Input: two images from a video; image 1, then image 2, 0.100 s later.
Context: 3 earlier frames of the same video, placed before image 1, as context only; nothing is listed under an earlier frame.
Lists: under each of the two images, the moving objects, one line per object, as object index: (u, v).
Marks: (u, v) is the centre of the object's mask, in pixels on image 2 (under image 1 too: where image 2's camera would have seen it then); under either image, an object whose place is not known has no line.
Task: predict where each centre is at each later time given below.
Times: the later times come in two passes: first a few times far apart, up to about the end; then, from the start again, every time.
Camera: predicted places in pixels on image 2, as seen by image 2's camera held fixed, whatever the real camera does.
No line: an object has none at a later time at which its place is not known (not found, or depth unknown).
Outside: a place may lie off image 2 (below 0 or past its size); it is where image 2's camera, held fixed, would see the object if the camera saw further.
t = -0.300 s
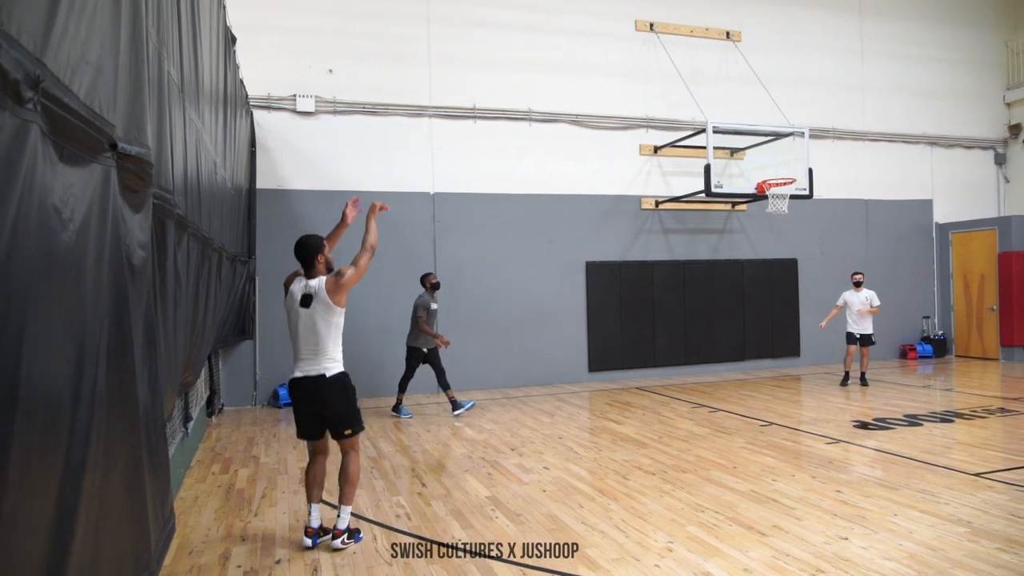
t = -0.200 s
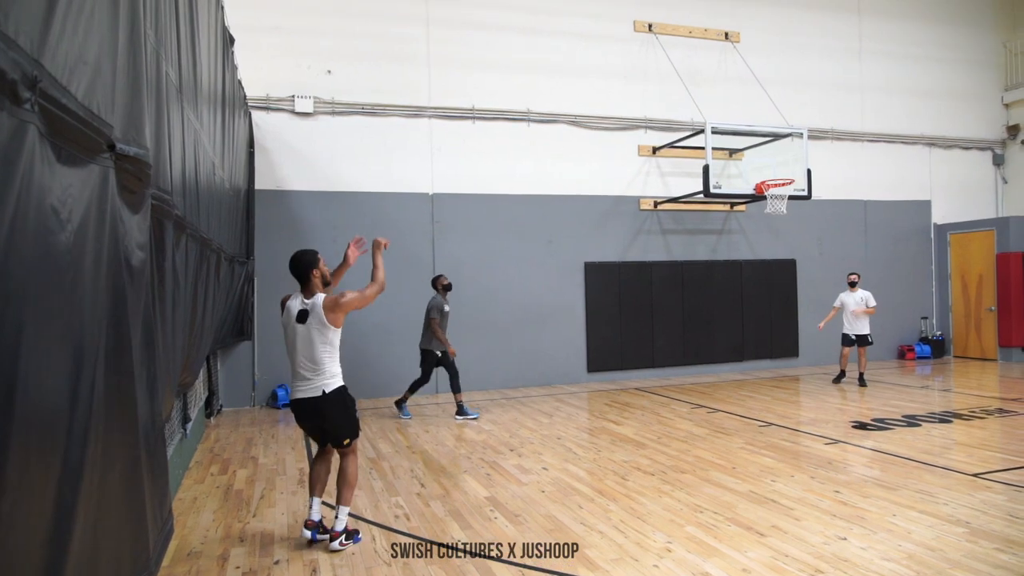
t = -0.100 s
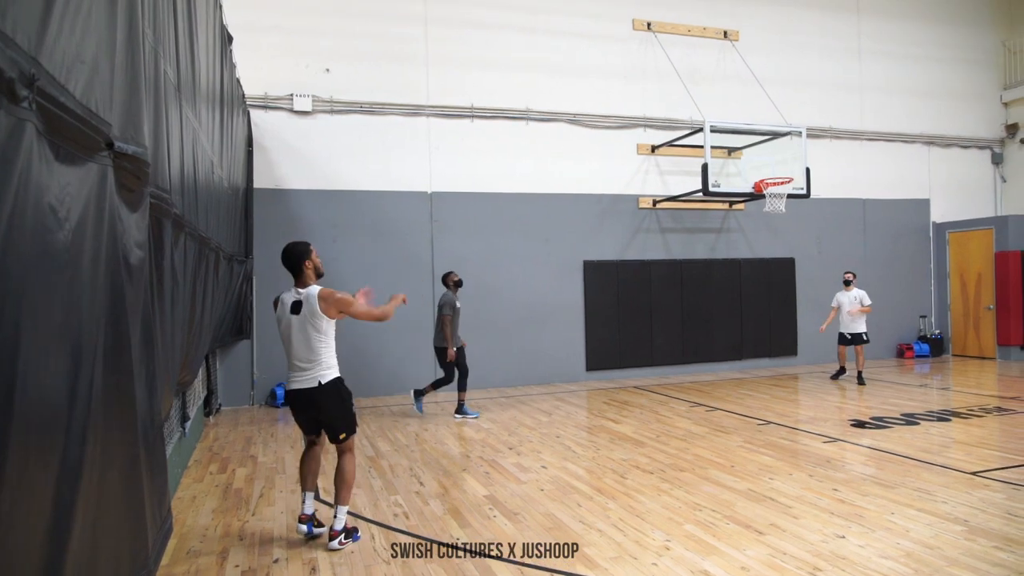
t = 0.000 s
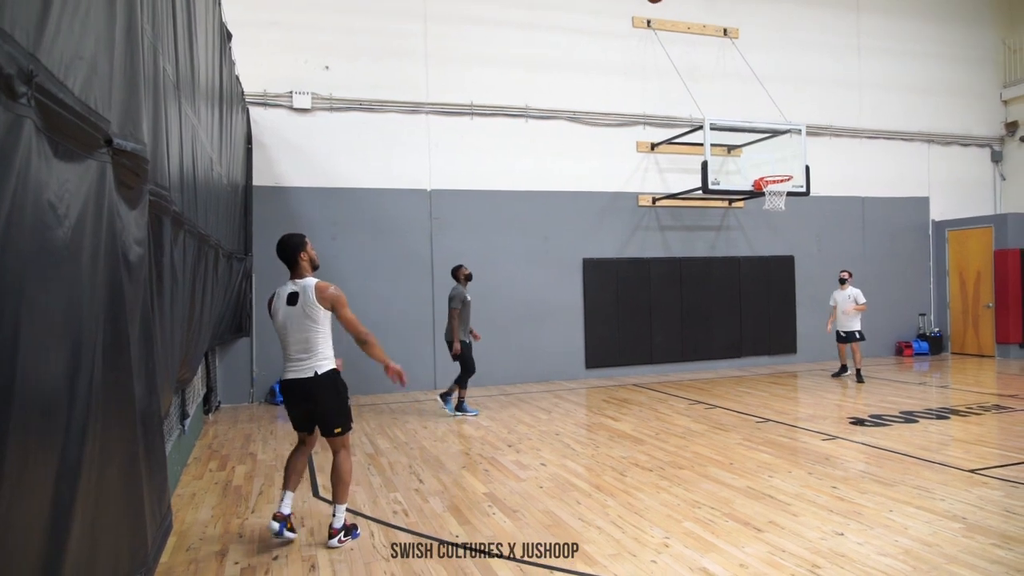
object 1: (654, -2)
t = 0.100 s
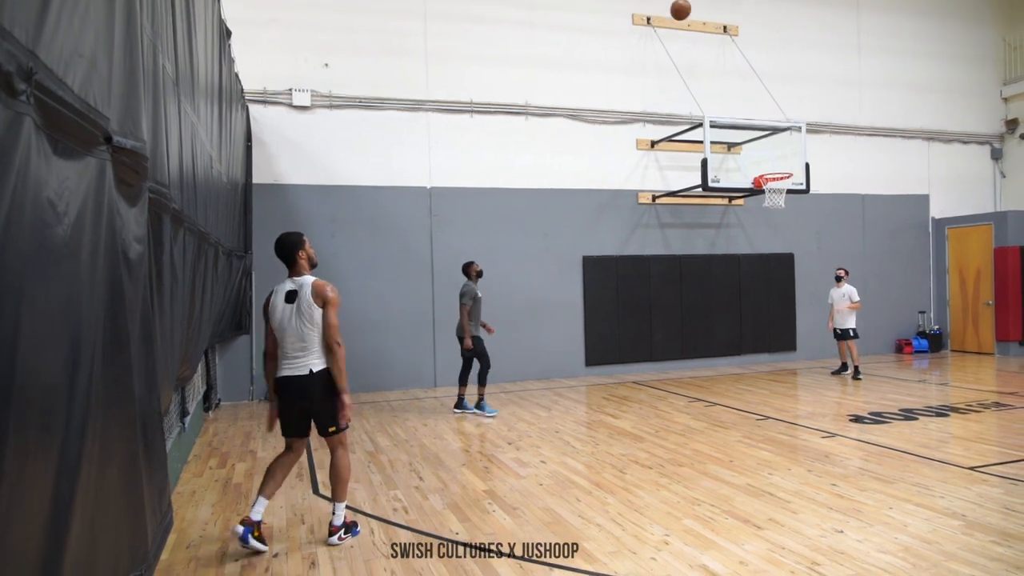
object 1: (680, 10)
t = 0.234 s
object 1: (710, 45)
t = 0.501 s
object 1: (760, 141)
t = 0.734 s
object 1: (769, 204)
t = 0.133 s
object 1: (688, 17)
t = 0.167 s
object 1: (696, 26)
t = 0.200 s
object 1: (703, 35)
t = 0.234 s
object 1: (710, 45)
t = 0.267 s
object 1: (717, 55)
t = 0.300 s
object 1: (724, 66)
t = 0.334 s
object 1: (730, 78)
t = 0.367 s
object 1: (736, 89)
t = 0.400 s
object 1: (743, 102)
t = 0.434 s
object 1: (749, 114)
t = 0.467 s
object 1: (755, 127)
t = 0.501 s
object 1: (760, 141)
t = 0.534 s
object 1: (766, 154)
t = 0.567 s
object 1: (771, 167)
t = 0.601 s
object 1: (776, 175)
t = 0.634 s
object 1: (779, 180)
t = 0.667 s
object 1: (779, 184)
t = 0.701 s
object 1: (771, 192)
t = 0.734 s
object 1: (769, 204)
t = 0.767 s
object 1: (767, 209)
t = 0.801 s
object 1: (764, 217)
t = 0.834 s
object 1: (762, 226)
